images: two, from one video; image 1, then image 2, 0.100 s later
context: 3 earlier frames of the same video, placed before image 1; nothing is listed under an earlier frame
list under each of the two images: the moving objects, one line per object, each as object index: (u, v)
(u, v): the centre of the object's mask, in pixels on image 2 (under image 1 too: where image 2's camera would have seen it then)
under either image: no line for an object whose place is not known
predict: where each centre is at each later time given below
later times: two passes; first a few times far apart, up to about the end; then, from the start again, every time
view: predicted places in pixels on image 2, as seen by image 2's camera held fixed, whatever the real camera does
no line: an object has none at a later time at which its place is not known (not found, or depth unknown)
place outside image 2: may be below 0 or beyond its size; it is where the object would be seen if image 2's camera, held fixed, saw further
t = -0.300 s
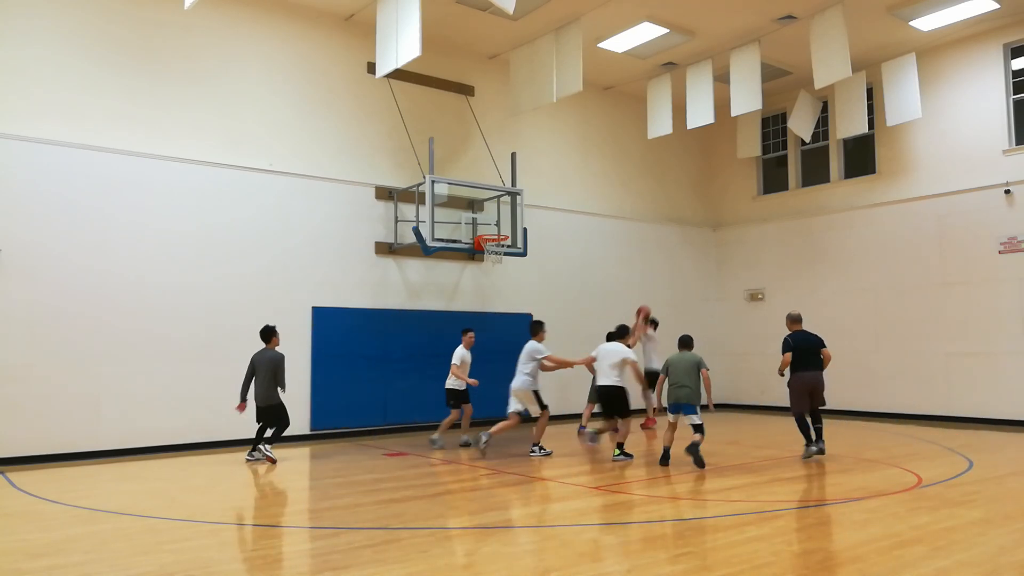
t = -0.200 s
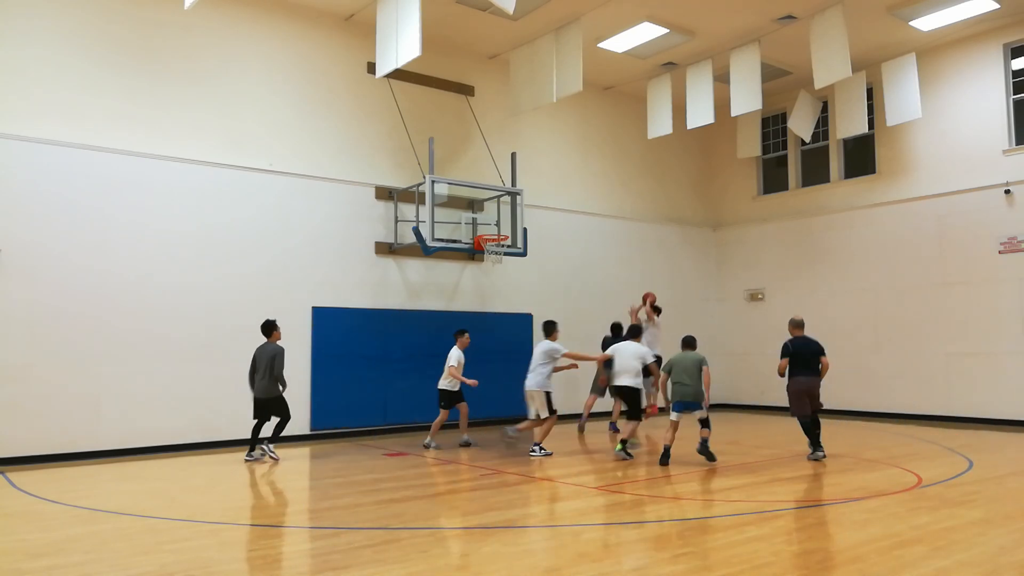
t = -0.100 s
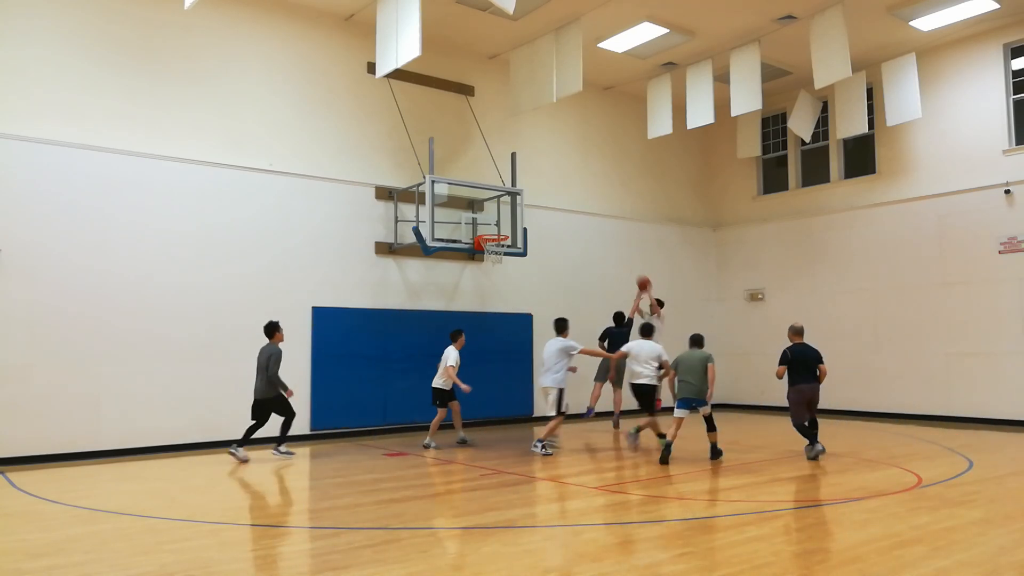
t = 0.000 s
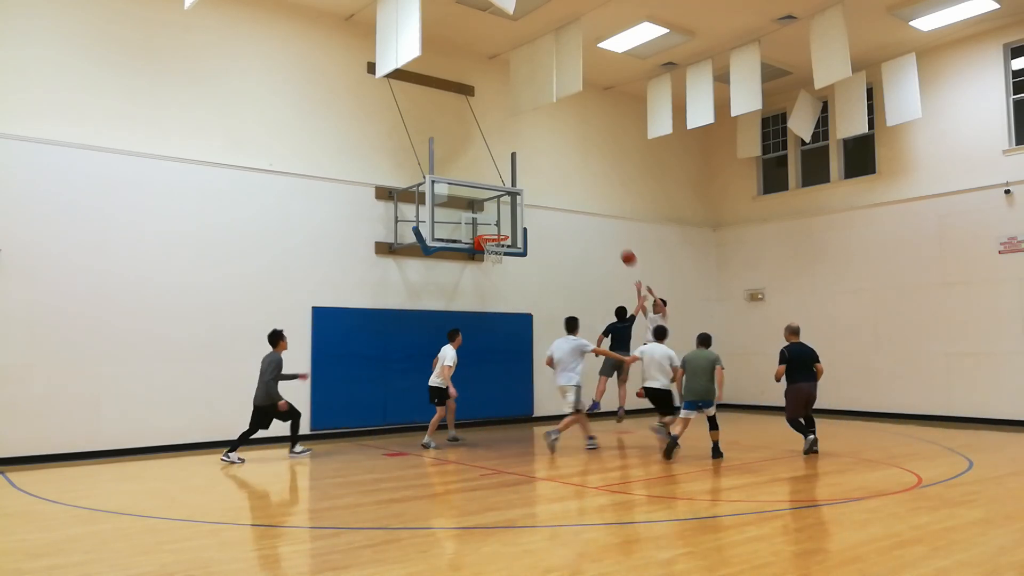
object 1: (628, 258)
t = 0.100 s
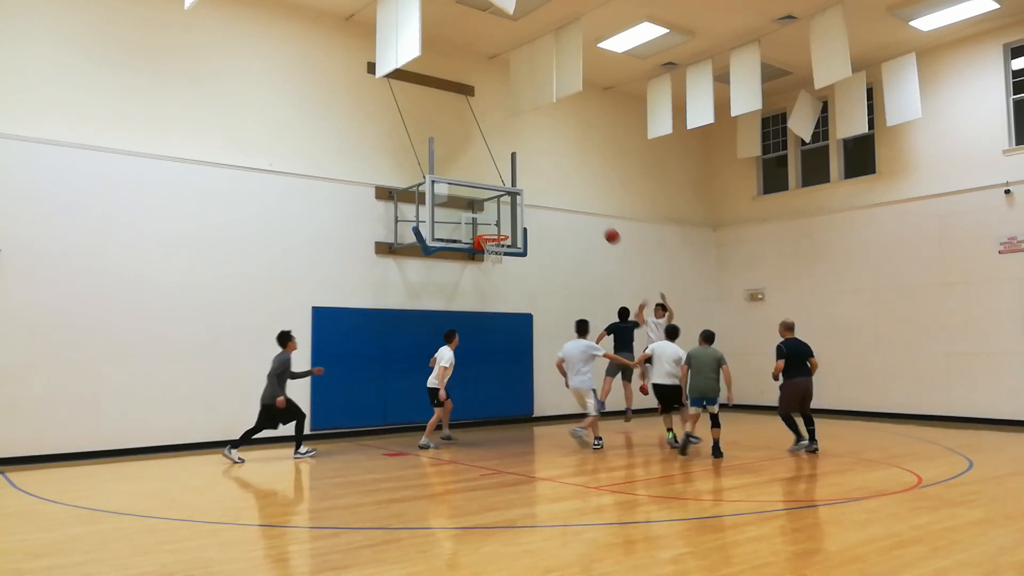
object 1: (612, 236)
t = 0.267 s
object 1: (584, 211)
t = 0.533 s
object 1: (537, 204)
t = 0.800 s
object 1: (487, 240)
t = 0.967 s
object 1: (485, 267)
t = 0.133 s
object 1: (606, 230)
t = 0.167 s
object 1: (601, 224)
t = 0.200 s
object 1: (594, 218)
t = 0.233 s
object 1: (589, 215)
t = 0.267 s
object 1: (584, 211)
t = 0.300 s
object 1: (578, 208)
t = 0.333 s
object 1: (572, 206)
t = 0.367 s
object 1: (566, 204)
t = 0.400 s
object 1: (561, 203)
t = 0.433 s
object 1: (555, 202)
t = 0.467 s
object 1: (549, 202)
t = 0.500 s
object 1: (543, 203)
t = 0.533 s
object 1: (537, 204)
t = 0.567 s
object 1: (531, 206)
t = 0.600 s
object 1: (525, 209)
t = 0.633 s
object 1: (519, 212)
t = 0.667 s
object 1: (512, 217)
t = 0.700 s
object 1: (506, 221)
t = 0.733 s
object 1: (500, 227)
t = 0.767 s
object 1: (494, 231)
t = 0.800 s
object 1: (487, 240)
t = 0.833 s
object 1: (486, 246)
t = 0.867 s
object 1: (486, 252)
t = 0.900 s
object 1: (485, 259)
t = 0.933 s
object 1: (485, 262)
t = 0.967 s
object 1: (485, 267)
